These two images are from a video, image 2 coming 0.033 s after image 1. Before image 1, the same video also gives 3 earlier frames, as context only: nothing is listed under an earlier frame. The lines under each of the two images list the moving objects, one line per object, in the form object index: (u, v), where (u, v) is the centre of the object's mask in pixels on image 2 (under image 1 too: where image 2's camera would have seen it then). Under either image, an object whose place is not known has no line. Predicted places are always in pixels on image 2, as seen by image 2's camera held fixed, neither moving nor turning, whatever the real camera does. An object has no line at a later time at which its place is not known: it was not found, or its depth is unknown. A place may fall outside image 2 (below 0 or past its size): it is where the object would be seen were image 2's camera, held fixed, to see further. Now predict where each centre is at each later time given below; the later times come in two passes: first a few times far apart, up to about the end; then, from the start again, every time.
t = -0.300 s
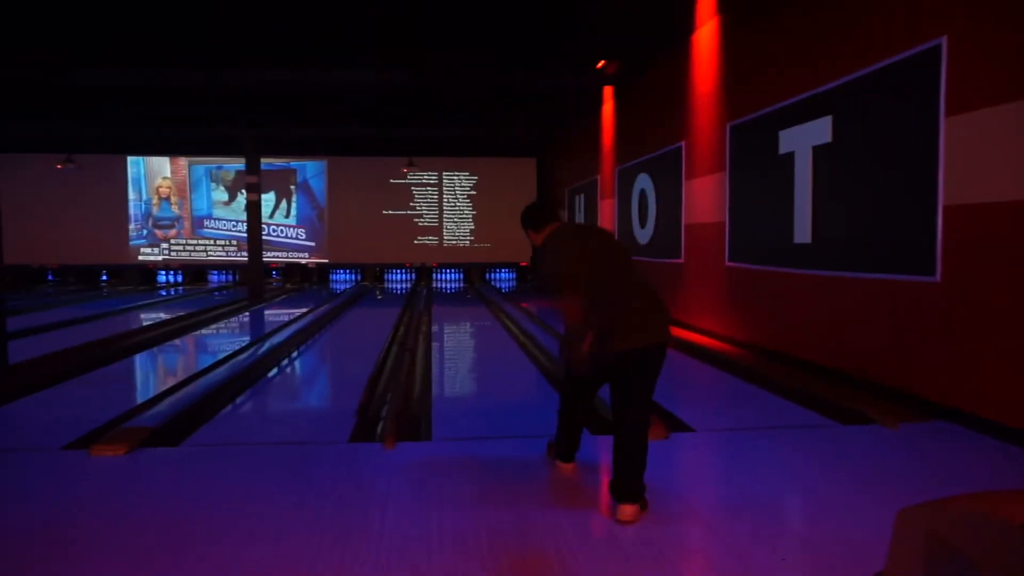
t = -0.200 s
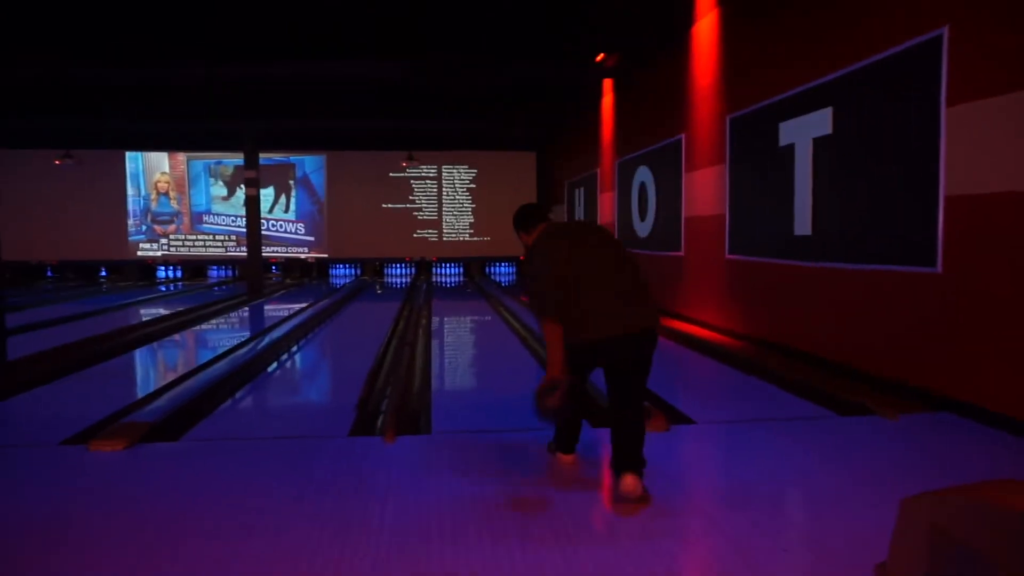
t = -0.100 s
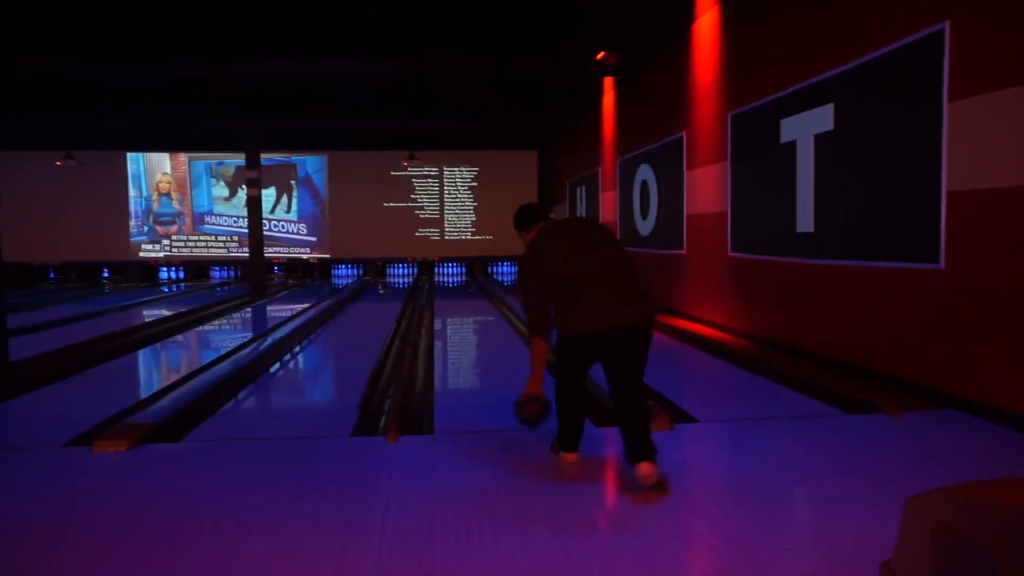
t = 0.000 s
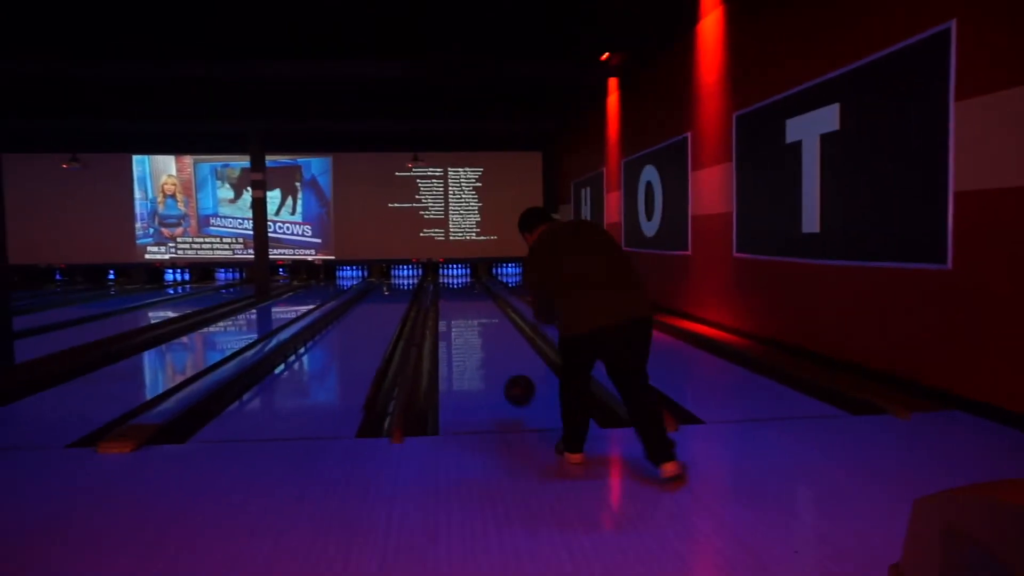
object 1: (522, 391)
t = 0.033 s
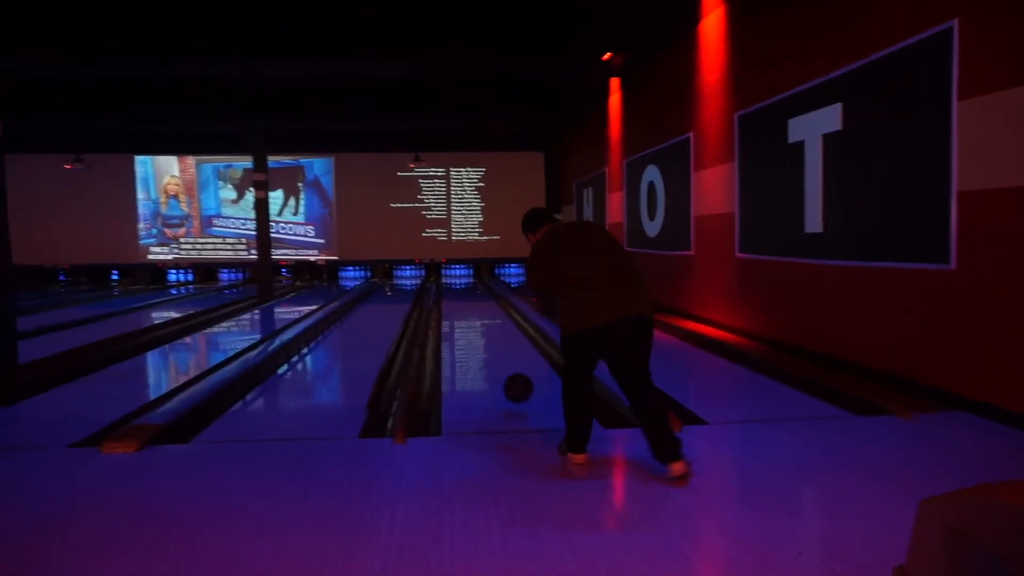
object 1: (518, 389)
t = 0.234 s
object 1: (498, 362)
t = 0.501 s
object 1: (482, 332)
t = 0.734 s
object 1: (474, 316)
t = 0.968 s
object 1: (469, 306)
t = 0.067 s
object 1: (514, 387)
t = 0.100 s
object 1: (510, 386)
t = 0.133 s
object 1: (507, 378)
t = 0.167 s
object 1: (504, 371)
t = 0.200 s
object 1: (500, 366)
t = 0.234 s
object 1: (498, 362)
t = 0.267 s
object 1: (496, 358)
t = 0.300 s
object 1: (494, 354)
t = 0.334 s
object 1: (492, 349)
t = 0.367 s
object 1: (489, 346)
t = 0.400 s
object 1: (488, 342)
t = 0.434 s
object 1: (486, 338)
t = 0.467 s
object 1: (484, 335)
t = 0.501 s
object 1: (482, 332)
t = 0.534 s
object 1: (481, 330)
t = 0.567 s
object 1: (480, 327)
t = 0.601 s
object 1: (478, 324)
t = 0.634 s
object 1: (477, 322)
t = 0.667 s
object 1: (477, 320)
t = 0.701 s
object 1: (475, 318)
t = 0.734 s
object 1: (474, 316)
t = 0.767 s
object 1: (473, 314)
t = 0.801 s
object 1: (472, 313)
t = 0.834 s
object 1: (471, 311)
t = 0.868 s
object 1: (471, 309)
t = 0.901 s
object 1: (470, 307)
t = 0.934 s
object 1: (469, 306)
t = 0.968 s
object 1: (469, 306)
